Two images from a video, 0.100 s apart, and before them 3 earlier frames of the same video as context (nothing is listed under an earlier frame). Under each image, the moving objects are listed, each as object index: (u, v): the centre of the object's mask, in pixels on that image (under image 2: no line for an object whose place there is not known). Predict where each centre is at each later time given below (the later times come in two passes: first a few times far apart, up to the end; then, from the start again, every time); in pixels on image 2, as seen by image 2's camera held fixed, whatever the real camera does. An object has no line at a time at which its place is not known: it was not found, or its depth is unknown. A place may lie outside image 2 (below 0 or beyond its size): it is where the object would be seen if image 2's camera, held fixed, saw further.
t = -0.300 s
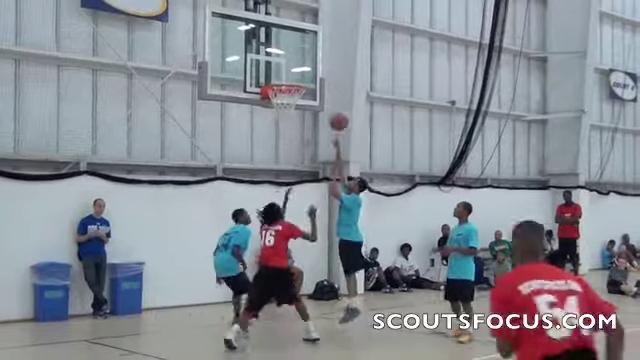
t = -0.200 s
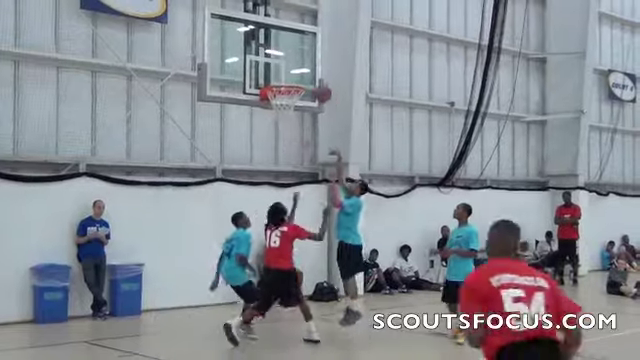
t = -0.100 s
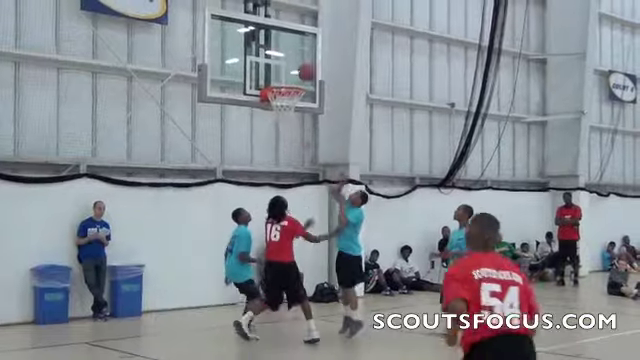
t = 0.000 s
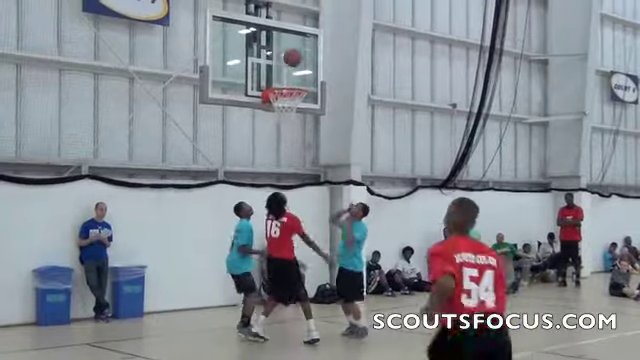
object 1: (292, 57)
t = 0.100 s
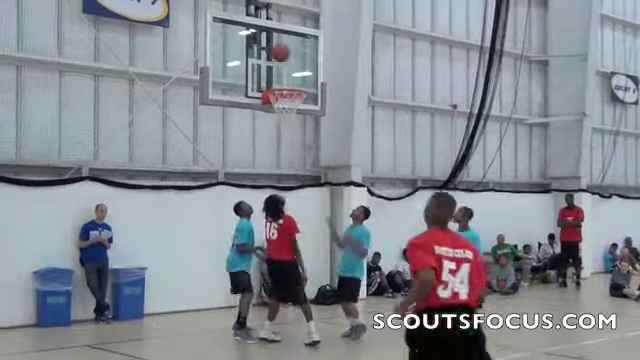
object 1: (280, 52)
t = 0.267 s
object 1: (278, 63)
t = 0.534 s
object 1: (298, 73)
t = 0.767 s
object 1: (337, 93)
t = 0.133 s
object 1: (280, 53)
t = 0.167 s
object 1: (279, 54)
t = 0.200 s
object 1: (279, 56)
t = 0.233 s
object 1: (278, 59)
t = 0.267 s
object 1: (278, 63)
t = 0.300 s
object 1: (276, 67)
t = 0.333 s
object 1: (275, 73)
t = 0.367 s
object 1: (274, 79)
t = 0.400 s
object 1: (275, 79)
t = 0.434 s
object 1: (282, 77)
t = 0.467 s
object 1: (287, 75)
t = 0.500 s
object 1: (293, 74)
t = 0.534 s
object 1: (298, 73)
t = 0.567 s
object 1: (305, 73)
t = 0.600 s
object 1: (309, 74)
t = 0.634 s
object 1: (315, 77)
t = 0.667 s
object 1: (321, 79)
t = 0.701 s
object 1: (327, 83)
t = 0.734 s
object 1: (331, 87)
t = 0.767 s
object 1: (337, 93)
